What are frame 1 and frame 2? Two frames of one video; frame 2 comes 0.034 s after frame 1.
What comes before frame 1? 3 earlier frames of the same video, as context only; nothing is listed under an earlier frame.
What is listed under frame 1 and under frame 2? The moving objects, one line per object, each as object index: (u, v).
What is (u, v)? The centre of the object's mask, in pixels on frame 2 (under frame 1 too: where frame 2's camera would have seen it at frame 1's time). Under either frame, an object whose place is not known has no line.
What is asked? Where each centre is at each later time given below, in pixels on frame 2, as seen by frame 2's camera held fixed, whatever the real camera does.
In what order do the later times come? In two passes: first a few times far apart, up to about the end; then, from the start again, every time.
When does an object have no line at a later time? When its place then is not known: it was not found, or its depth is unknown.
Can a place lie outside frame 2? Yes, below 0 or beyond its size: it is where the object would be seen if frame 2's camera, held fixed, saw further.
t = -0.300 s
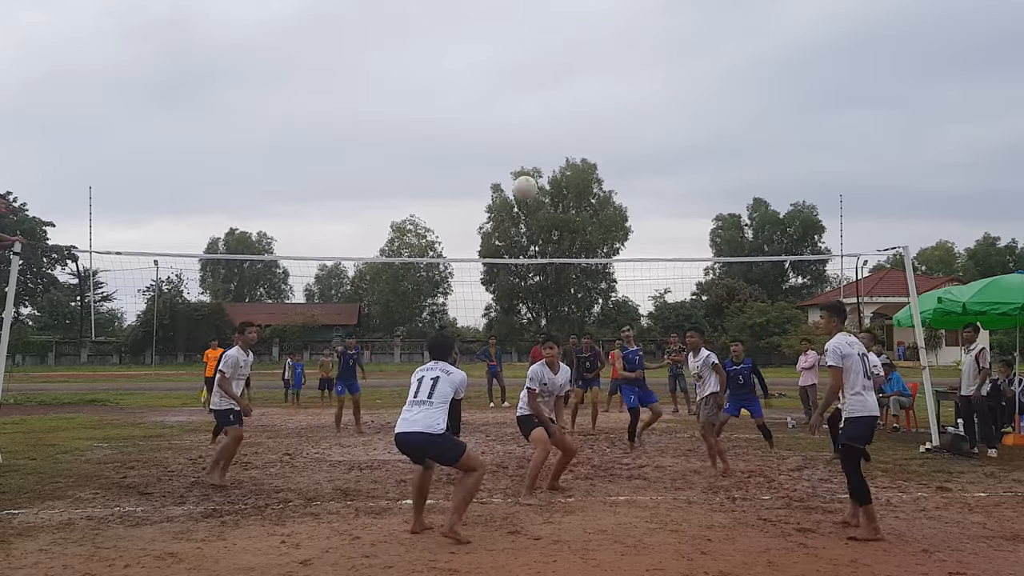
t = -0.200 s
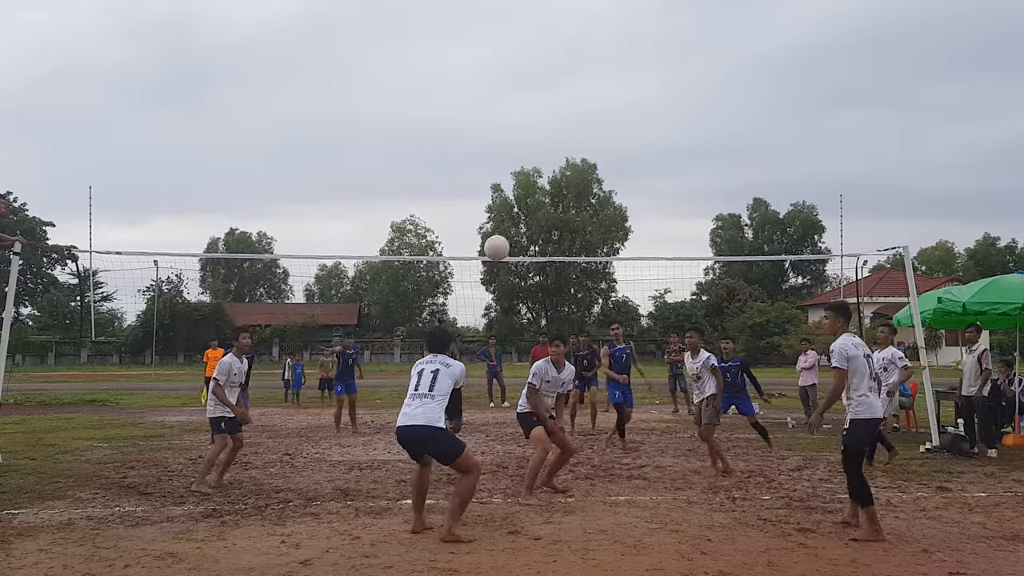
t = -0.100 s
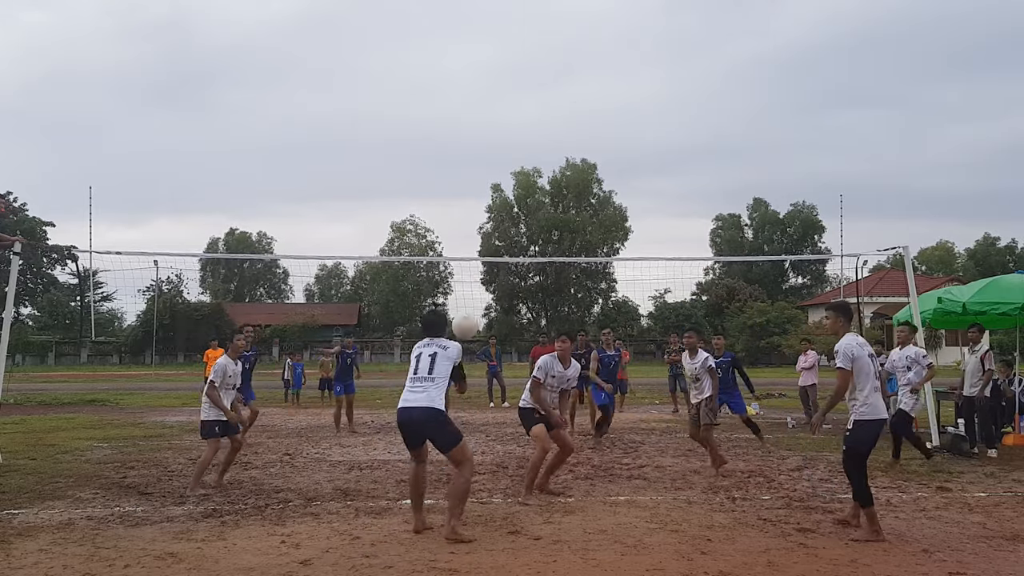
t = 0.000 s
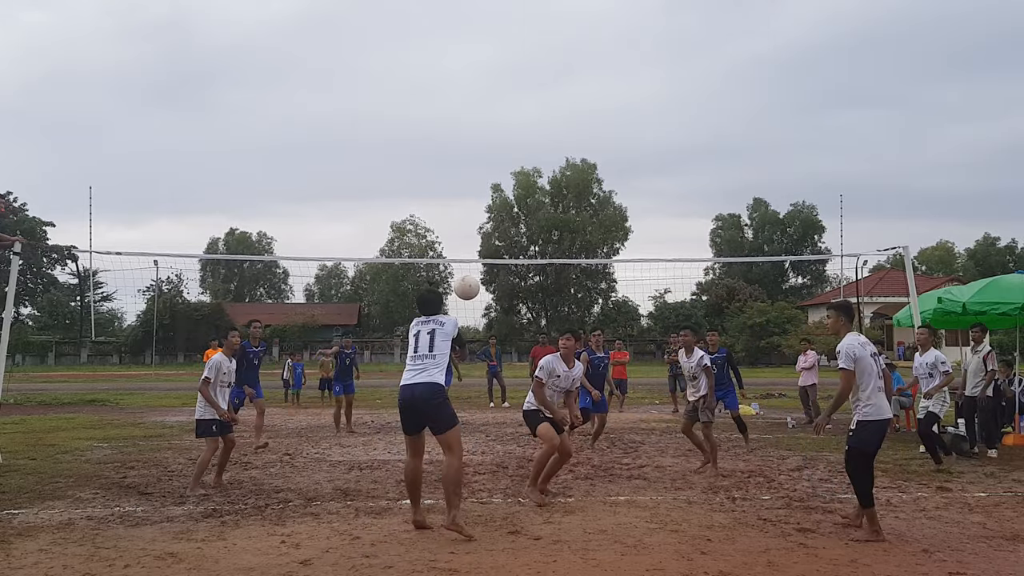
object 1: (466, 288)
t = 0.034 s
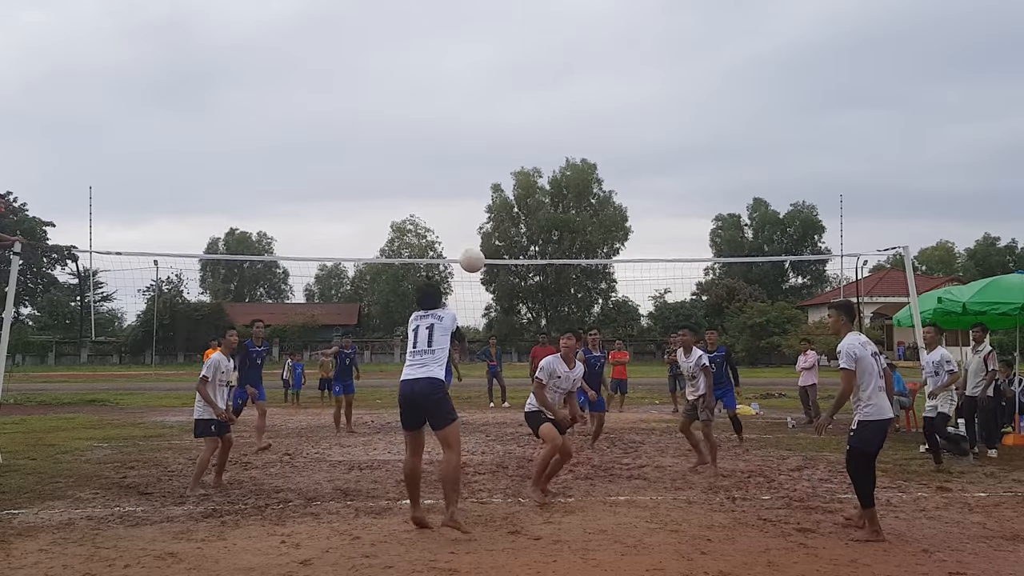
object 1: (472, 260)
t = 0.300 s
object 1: (510, 103)
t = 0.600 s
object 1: (544, 32)
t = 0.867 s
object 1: (569, 50)
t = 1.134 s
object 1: (590, 131)
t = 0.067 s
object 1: (477, 235)
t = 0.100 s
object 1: (482, 212)
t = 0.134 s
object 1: (488, 190)
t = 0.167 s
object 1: (492, 170)
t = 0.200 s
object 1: (497, 151)
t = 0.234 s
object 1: (501, 133)
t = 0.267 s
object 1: (506, 117)
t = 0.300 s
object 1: (510, 103)
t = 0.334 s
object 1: (514, 90)
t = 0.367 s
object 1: (518, 78)
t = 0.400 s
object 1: (522, 68)
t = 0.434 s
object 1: (526, 58)
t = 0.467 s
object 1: (529, 51)
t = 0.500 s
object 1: (533, 44)
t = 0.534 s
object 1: (536, 39)
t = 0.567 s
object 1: (540, 35)
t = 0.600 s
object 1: (544, 32)
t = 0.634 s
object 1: (547, 31)
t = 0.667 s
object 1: (550, 30)
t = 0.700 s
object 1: (554, 31)
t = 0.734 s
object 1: (557, 32)
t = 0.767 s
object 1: (560, 35)
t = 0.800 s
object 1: (563, 39)
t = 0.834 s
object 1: (566, 44)
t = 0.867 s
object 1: (569, 50)
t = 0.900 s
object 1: (572, 56)
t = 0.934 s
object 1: (575, 64)
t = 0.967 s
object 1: (577, 73)
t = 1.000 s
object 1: (580, 82)
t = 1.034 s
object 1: (583, 93)
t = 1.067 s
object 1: (585, 105)
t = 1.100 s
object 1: (588, 117)
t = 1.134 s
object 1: (590, 131)
